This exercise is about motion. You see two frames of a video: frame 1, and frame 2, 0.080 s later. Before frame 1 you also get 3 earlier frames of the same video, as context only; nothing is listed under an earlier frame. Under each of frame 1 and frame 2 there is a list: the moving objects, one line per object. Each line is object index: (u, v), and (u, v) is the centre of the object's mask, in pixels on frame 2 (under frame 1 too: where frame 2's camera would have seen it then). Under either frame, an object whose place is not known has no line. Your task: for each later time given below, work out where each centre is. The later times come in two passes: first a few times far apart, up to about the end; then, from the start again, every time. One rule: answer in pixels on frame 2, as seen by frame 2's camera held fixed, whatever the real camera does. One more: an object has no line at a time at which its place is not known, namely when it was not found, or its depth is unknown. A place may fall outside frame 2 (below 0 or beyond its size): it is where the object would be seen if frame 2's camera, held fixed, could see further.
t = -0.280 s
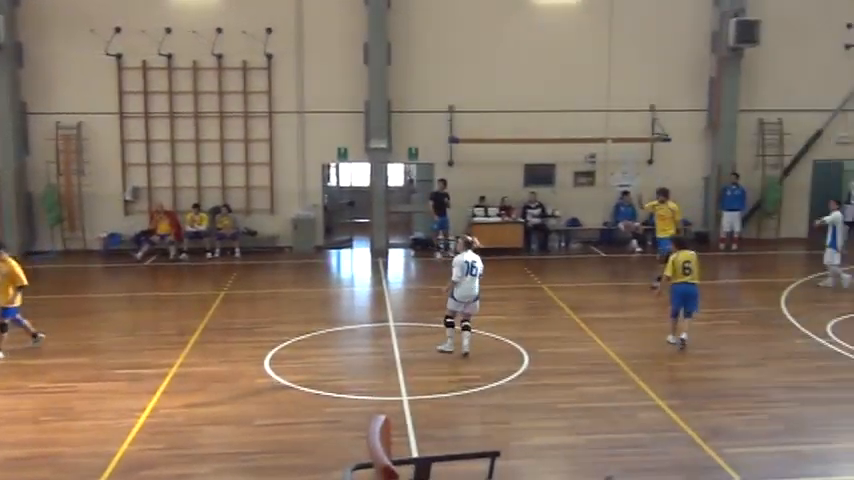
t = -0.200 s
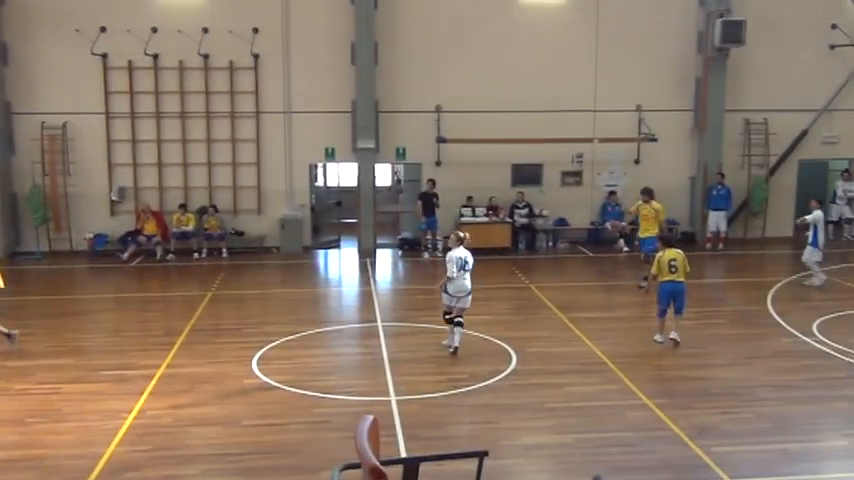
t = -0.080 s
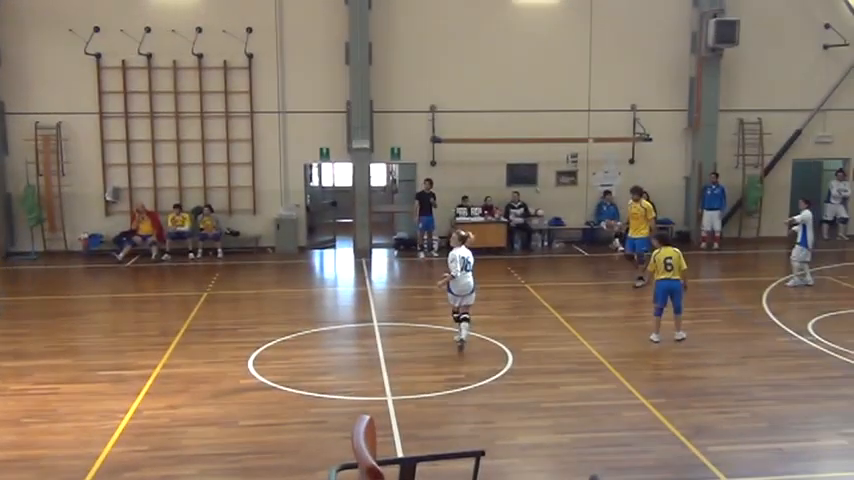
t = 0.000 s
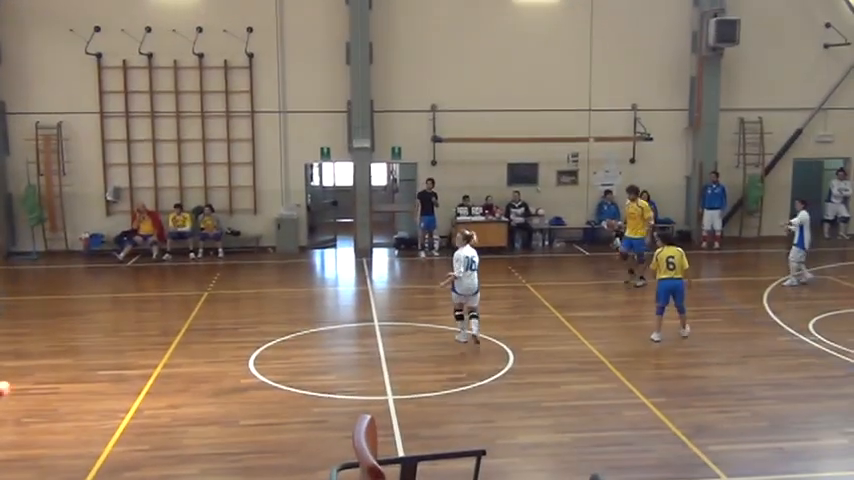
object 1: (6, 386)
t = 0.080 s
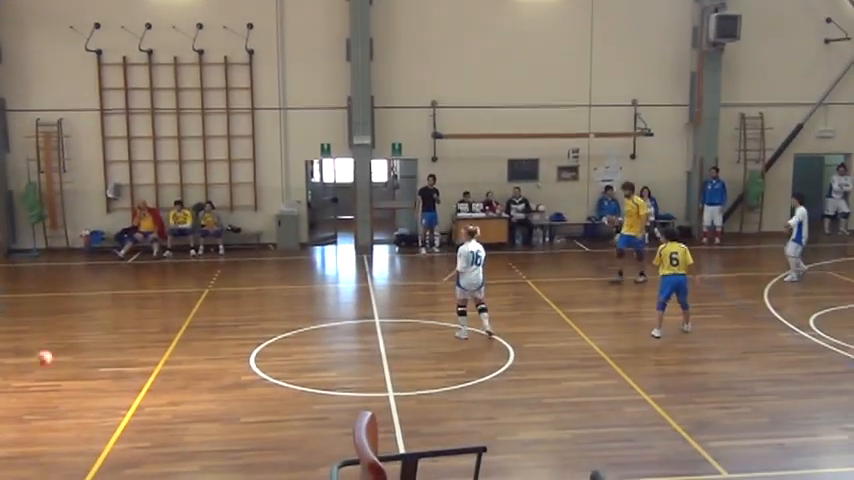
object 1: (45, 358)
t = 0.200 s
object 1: (103, 325)
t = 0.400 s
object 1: (196, 300)
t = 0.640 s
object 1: (293, 312)
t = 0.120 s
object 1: (65, 345)
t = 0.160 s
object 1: (85, 334)
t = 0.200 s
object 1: (103, 325)
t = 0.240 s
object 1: (122, 317)
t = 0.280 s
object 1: (140, 312)
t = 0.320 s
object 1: (159, 307)
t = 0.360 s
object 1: (177, 303)
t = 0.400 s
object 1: (196, 300)
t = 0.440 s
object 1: (213, 299)
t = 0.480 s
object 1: (228, 300)
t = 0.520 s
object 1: (245, 301)
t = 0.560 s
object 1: (260, 305)
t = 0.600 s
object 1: (277, 308)
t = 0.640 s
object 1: (293, 312)
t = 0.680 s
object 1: (307, 319)
